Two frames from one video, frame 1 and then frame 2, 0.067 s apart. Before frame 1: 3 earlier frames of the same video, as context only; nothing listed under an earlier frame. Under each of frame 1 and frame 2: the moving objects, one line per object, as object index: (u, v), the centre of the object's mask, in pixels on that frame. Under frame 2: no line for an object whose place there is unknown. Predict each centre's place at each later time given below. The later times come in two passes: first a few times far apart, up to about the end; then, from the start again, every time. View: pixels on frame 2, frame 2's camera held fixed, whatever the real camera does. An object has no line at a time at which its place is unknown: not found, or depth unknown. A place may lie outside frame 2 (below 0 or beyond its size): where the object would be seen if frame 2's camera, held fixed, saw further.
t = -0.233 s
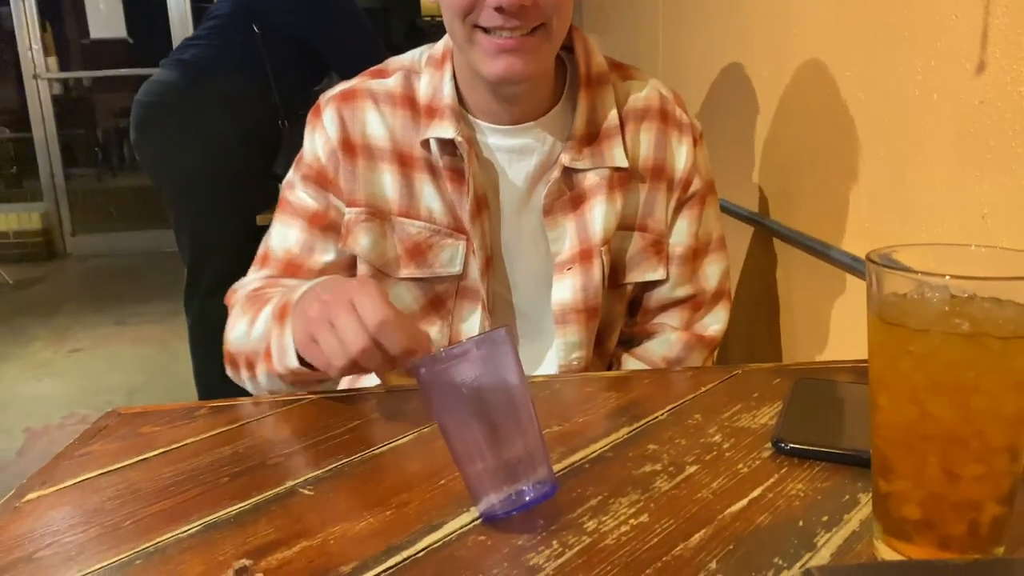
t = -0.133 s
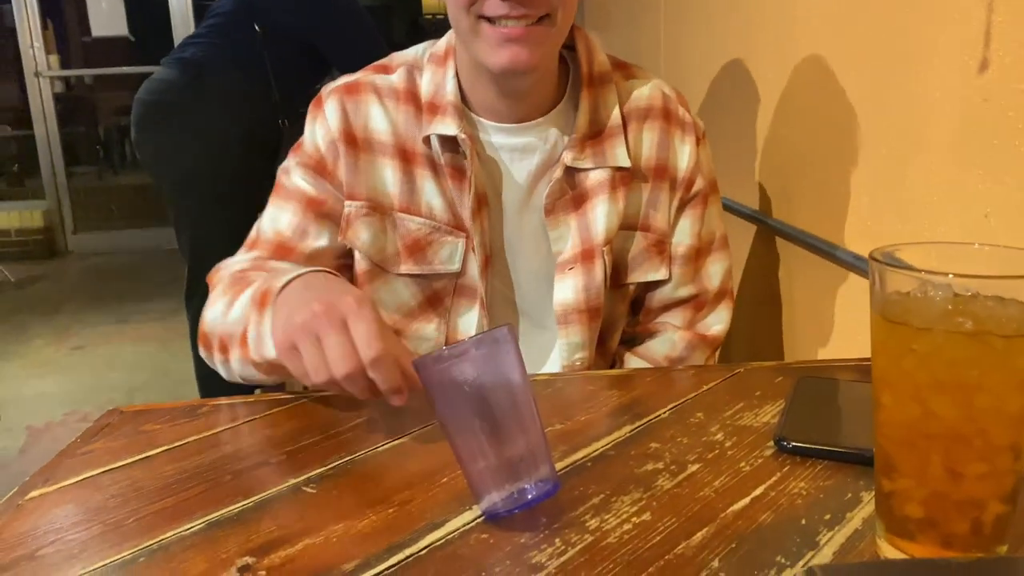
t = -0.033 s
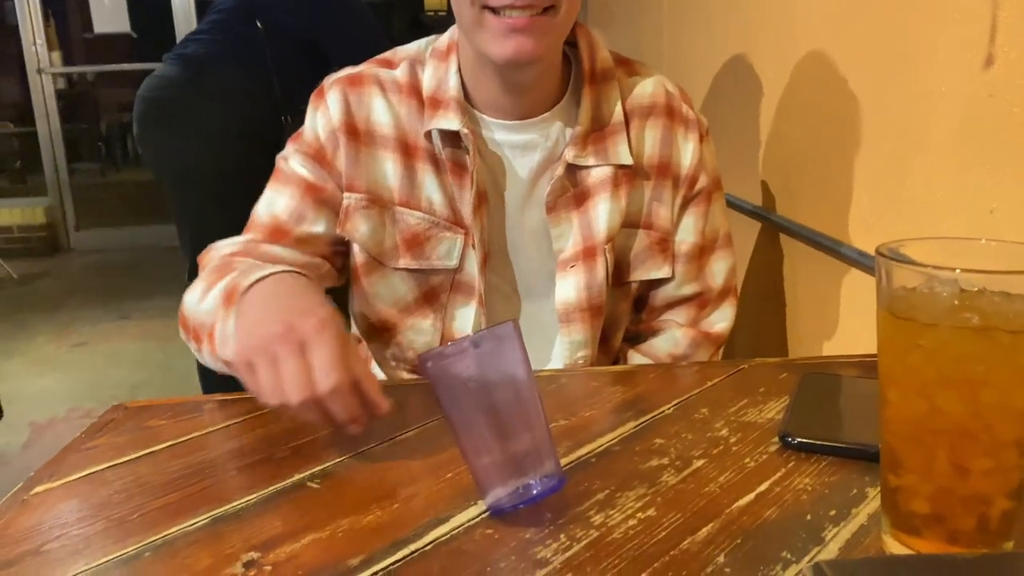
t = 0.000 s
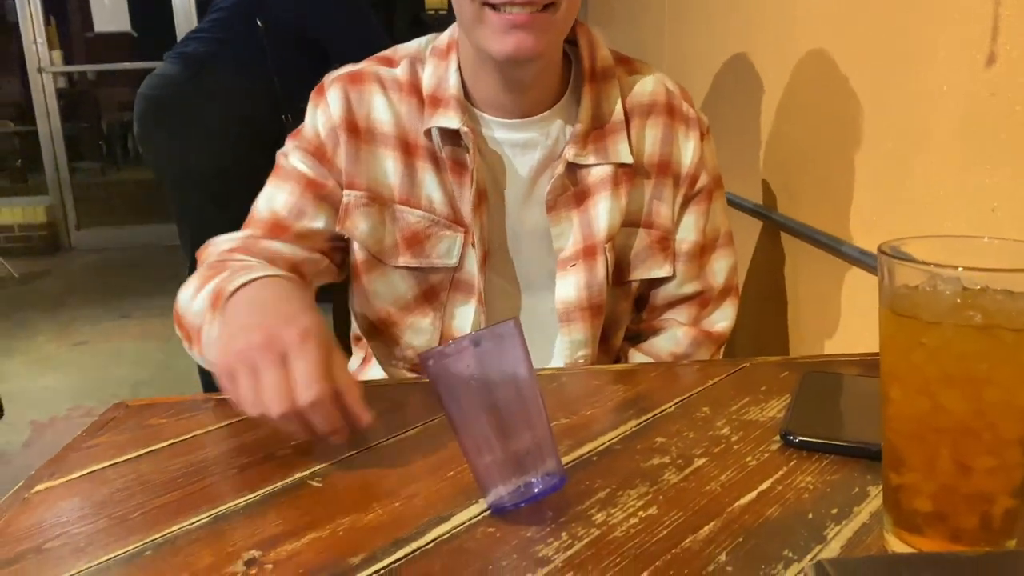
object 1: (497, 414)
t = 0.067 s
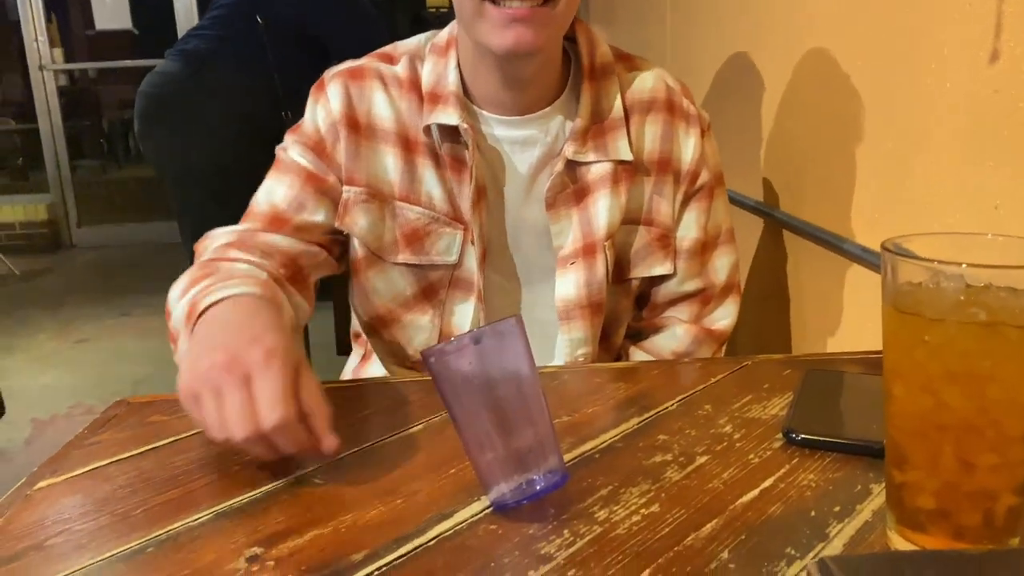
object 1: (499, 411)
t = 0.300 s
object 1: (496, 409)
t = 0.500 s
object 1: (475, 407)
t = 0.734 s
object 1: (422, 414)
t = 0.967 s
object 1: (414, 419)
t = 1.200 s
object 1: (415, 420)
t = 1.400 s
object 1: (415, 421)
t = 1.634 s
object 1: (418, 420)
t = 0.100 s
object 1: (499, 411)
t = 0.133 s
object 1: (499, 410)
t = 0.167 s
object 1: (500, 410)
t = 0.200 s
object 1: (499, 410)
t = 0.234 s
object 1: (498, 410)
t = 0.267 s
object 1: (497, 409)
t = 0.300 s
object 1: (496, 409)
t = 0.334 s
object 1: (494, 408)
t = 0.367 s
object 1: (492, 407)
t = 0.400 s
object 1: (489, 406)
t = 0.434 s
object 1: (485, 405)
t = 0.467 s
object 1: (481, 406)
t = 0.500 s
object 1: (475, 407)
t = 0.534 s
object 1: (468, 410)
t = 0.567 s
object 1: (459, 416)
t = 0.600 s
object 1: (449, 429)
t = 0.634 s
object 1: (441, 422)
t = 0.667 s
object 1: (433, 410)
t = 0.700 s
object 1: (427, 407)
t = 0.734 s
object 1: (422, 414)
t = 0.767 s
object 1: (419, 419)
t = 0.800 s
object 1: (417, 410)
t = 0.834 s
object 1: (417, 409)
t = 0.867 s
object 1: (416, 417)
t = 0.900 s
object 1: (415, 417)
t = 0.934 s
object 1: (415, 414)
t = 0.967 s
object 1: (414, 419)
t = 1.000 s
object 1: (414, 417)
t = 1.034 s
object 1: (414, 419)
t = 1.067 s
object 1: (414, 418)
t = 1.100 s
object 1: (414, 419)
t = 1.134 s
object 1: (414, 420)
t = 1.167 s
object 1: (414, 419)
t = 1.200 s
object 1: (415, 420)
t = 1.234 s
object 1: (415, 420)
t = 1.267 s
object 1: (415, 420)
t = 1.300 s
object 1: (415, 420)
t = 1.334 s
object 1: (415, 420)
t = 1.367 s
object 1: (415, 420)
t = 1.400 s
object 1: (415, 421)
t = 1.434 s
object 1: (416, 421)
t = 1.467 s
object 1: (416, 421)
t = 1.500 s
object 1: (416, 421)
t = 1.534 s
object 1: (417, 420)
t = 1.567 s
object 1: (417, 421)
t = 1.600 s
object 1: (417, 420)
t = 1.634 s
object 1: (418, 420)
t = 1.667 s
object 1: (418, 420)
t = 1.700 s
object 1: (420, 420)
